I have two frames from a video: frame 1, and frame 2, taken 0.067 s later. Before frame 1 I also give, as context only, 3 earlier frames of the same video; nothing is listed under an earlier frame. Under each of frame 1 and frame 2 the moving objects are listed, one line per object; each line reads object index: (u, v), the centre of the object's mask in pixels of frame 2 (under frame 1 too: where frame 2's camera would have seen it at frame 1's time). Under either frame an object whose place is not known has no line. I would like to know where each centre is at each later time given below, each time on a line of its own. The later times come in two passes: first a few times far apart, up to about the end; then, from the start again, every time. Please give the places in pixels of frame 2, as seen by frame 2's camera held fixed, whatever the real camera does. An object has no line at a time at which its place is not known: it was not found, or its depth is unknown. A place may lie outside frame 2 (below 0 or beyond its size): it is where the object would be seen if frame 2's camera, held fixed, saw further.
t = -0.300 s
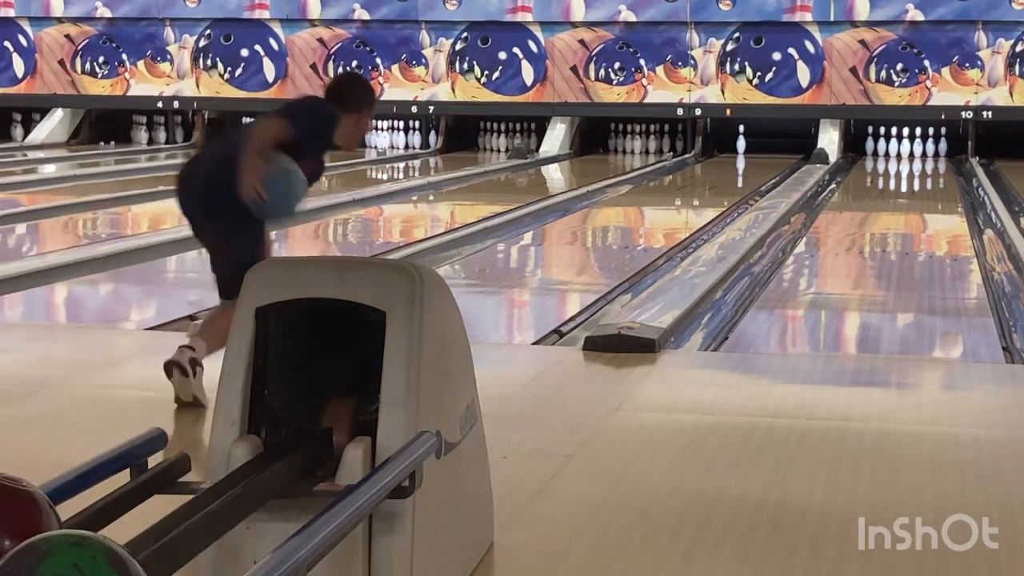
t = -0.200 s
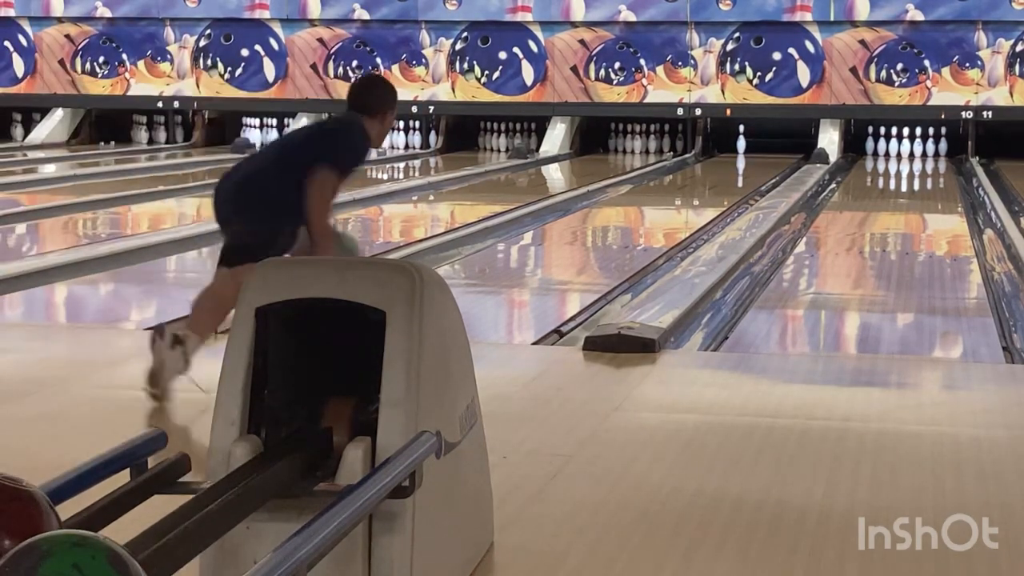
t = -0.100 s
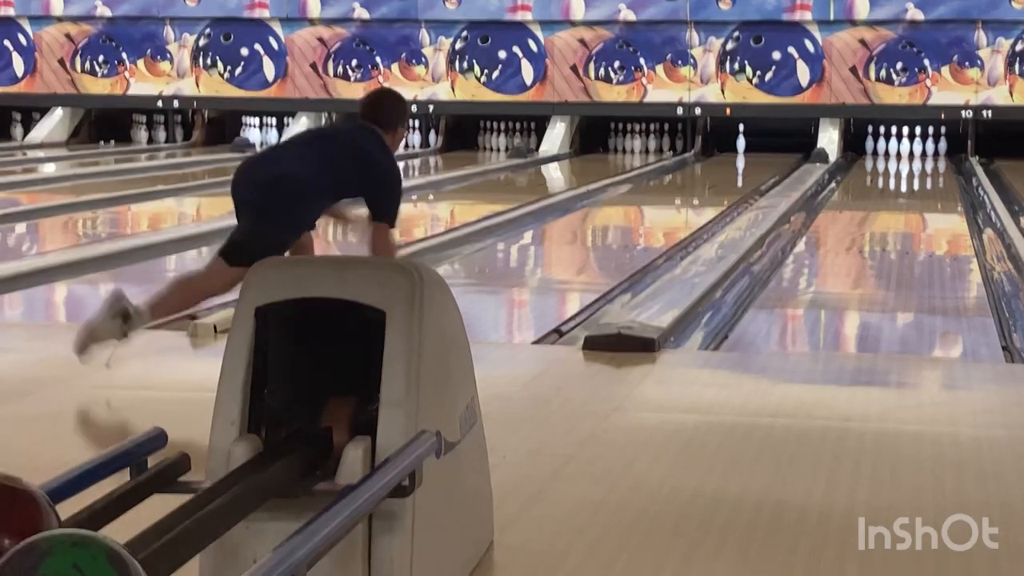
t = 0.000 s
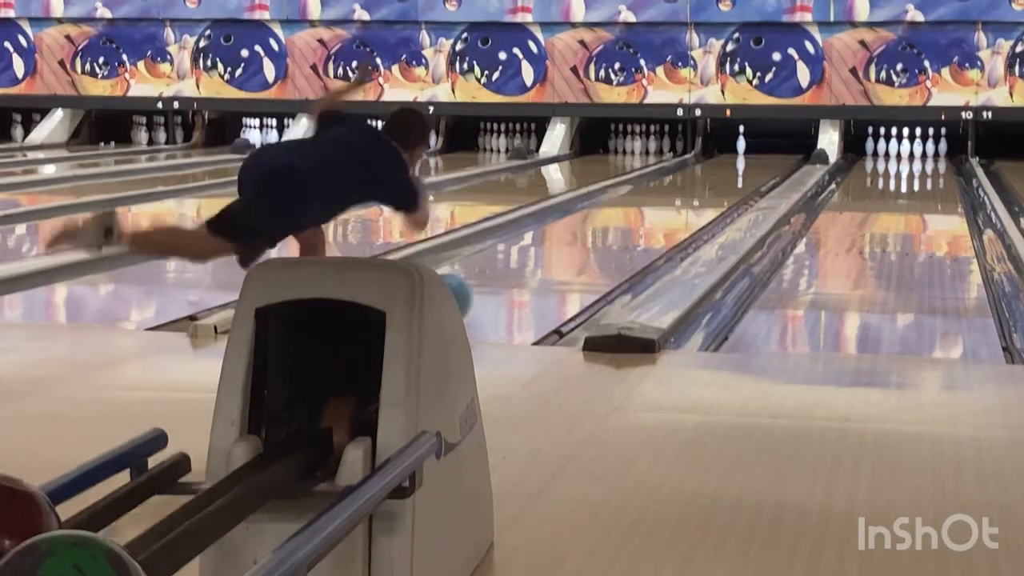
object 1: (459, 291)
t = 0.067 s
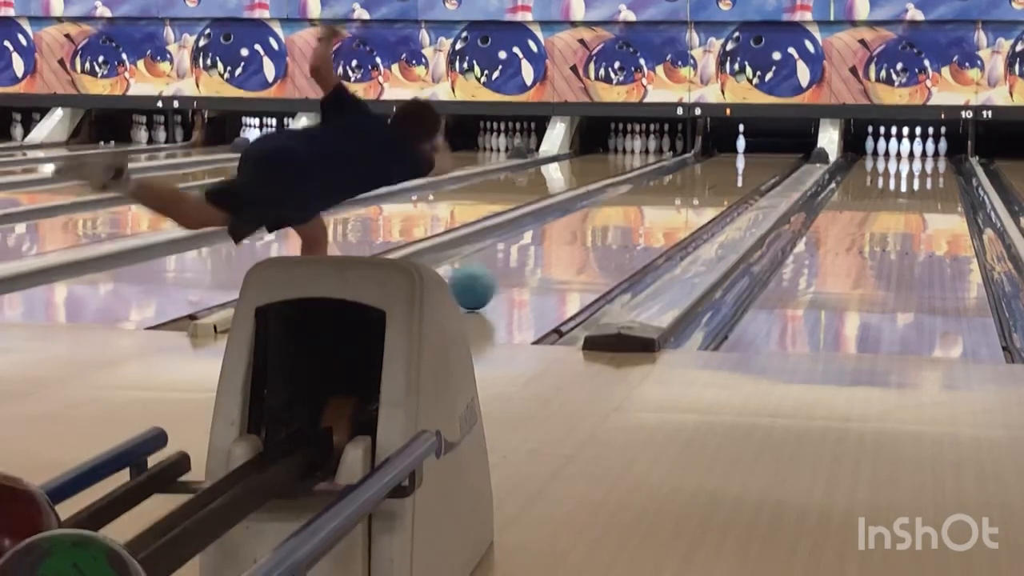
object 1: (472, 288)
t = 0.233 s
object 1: (524, 262)
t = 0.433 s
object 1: (572, 238)
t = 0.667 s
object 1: (614, 217)
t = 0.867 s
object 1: (643, 202)
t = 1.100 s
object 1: (670, 189)
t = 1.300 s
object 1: (689, 180)
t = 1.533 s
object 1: (706, 172)
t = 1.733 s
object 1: (719, 165)
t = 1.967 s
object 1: (731, 159)
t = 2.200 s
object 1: (740, 152)
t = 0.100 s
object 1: (483, 283)
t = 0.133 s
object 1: (494, 276)
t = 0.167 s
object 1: (504, 272)
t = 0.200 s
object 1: (515, 266)
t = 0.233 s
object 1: (524, 262)
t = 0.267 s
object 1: (533, 258)
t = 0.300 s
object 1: (541, 253)
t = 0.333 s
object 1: (549, 249)
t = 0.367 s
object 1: (557, 245)
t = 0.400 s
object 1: (564, 242)
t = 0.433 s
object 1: (572, 238)
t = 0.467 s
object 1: (578, 235)
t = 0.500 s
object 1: (585, 231)
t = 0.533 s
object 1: (592, 228)
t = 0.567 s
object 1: (597, 225)
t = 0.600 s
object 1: (603, 222)
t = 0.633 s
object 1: (609, 220)
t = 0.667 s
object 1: (614, 217)
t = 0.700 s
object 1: (619, 214)
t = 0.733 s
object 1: (625, 211)
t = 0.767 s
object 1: (629, 209)
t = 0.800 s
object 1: (634, 207)
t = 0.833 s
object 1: (638, 204)
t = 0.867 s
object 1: (643, 202)
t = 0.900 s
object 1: (647, 200)
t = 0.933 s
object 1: (651, 198)
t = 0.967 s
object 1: (655, 196)
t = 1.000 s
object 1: (659, 193)
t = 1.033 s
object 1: (662, 192)
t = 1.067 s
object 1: (666, 190)
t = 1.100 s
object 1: (670, 189)
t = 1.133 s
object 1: (673, 187)
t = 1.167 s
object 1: (677, 186)
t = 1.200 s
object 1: (679, 184)
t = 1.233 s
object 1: (683, 183)
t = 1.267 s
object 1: (685, 181)
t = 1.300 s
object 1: (689, 180)
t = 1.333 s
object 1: (691, 179)
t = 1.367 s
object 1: (694, 178)
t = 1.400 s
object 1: (697, 176)
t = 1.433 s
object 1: (699, 175)
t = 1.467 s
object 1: (702, 174)
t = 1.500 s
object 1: (704, 173)
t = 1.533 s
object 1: (706, 172)
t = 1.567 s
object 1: (708, 171)
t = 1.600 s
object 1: (710, 170)
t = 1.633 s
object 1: (713, 168)
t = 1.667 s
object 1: (715, 167)
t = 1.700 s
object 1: (717, 166)
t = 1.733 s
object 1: (719, 165)
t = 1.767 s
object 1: (721, 164)
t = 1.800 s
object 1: (723, 163)
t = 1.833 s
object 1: (724, 162)
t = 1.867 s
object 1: (726, 161)
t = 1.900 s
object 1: (728, 160)
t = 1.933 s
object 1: (729, 160)
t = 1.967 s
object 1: (731, 159)
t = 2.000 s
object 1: (732, 158)
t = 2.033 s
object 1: (734, 157)
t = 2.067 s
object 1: (735, 156)
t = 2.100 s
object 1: (736, 155)
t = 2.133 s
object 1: (738, 154)
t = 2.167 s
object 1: (739, 153)
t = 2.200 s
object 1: (740, 152)
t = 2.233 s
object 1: (741, 152)
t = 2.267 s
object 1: (742, 151)
